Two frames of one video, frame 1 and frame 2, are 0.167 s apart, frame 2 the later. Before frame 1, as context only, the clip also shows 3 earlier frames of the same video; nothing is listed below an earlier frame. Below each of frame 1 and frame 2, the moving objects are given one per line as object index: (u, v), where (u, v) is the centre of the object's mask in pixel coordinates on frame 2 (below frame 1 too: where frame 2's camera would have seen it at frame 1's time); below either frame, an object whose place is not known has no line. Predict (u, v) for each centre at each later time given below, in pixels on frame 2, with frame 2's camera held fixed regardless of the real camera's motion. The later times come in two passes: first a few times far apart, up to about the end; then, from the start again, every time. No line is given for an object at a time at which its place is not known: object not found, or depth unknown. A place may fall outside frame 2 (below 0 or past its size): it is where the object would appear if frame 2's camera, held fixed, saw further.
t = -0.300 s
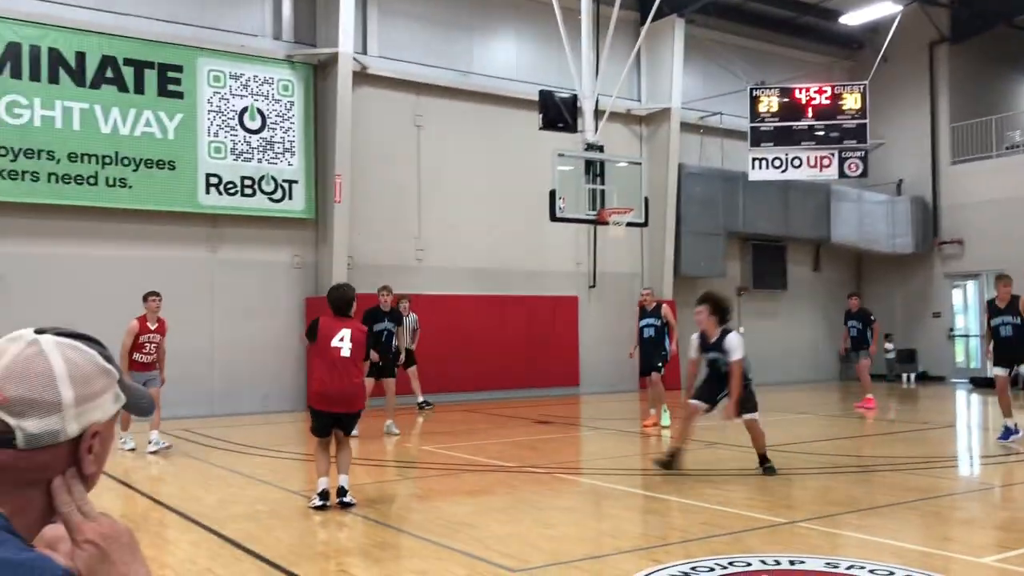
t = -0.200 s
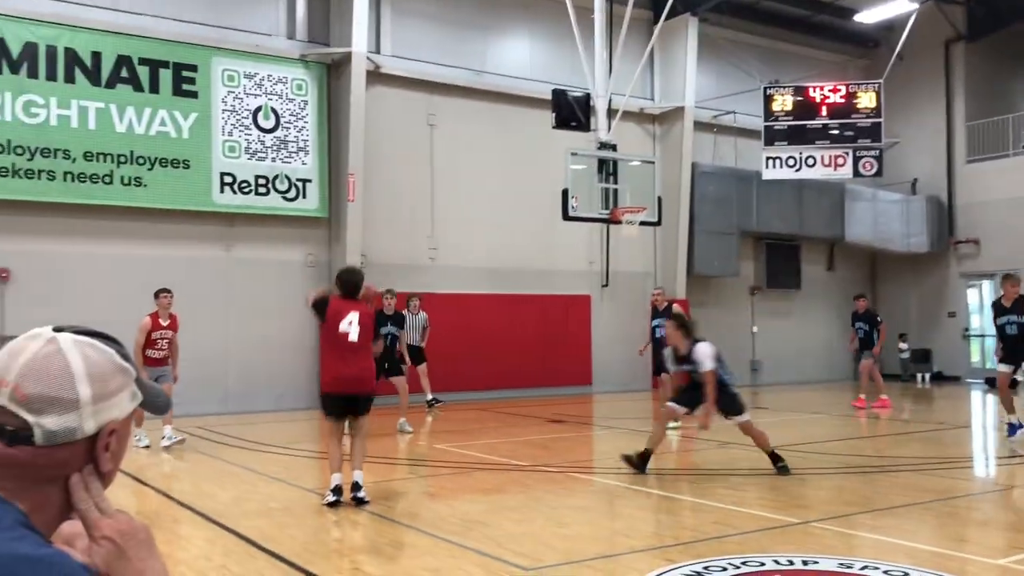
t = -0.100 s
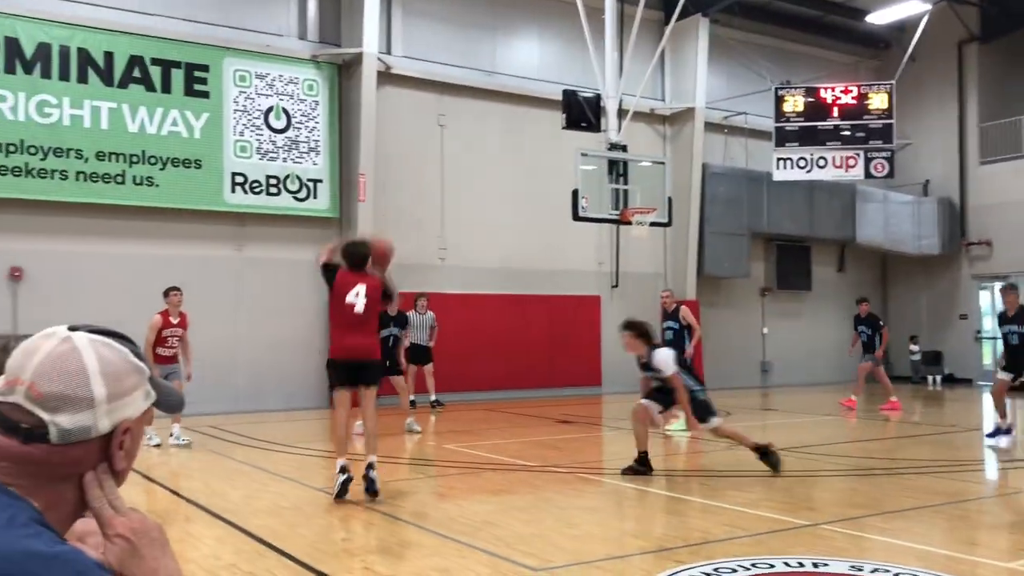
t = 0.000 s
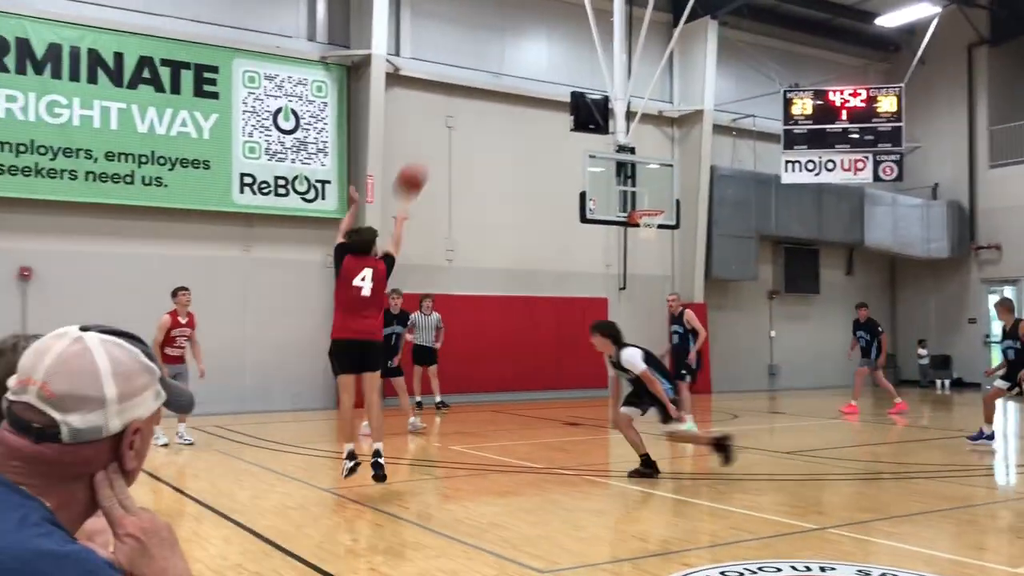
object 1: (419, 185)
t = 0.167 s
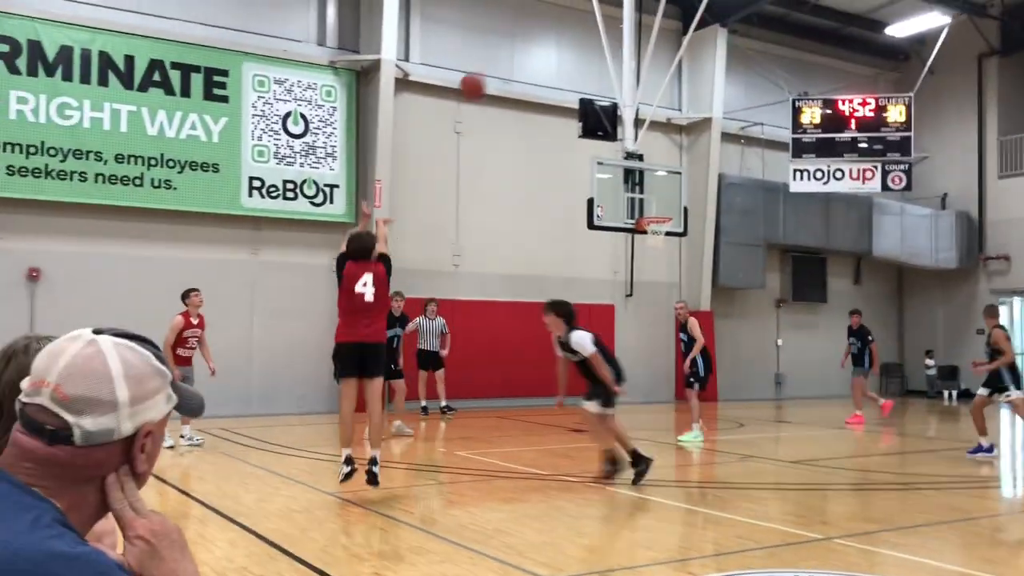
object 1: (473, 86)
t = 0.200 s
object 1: (482, 71)
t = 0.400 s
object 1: (530, 20)
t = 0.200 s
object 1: (482, 71)
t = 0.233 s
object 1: (490, 59)
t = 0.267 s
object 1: (499, 48)
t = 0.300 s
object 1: (507, 39)
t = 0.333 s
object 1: (515, 32)
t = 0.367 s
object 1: (523, 25)
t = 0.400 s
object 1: (530, 20)
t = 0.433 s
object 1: (537, 16)
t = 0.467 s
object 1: (544, 13)
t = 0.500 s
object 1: (550, 11)
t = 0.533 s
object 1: (557, 10)
